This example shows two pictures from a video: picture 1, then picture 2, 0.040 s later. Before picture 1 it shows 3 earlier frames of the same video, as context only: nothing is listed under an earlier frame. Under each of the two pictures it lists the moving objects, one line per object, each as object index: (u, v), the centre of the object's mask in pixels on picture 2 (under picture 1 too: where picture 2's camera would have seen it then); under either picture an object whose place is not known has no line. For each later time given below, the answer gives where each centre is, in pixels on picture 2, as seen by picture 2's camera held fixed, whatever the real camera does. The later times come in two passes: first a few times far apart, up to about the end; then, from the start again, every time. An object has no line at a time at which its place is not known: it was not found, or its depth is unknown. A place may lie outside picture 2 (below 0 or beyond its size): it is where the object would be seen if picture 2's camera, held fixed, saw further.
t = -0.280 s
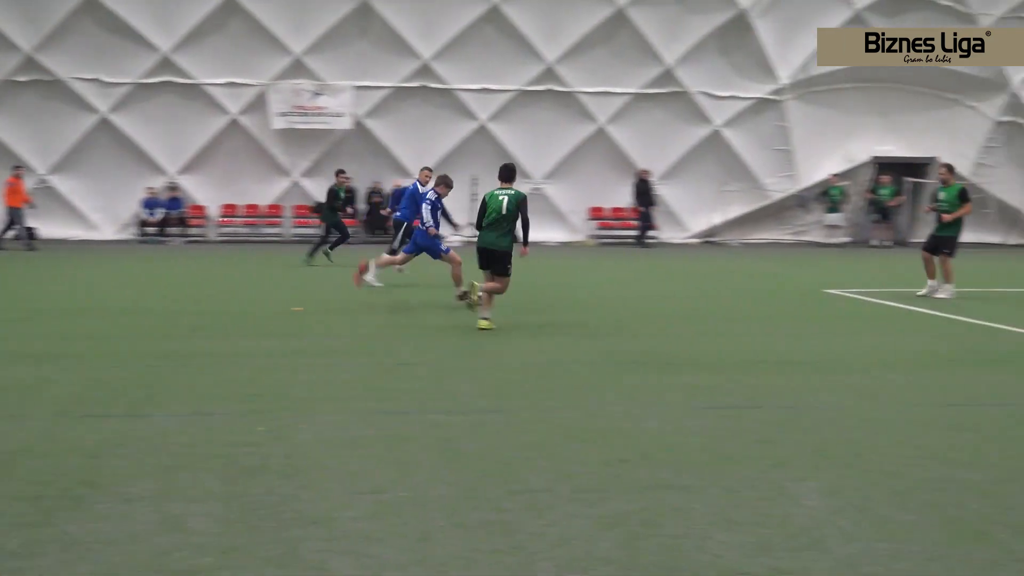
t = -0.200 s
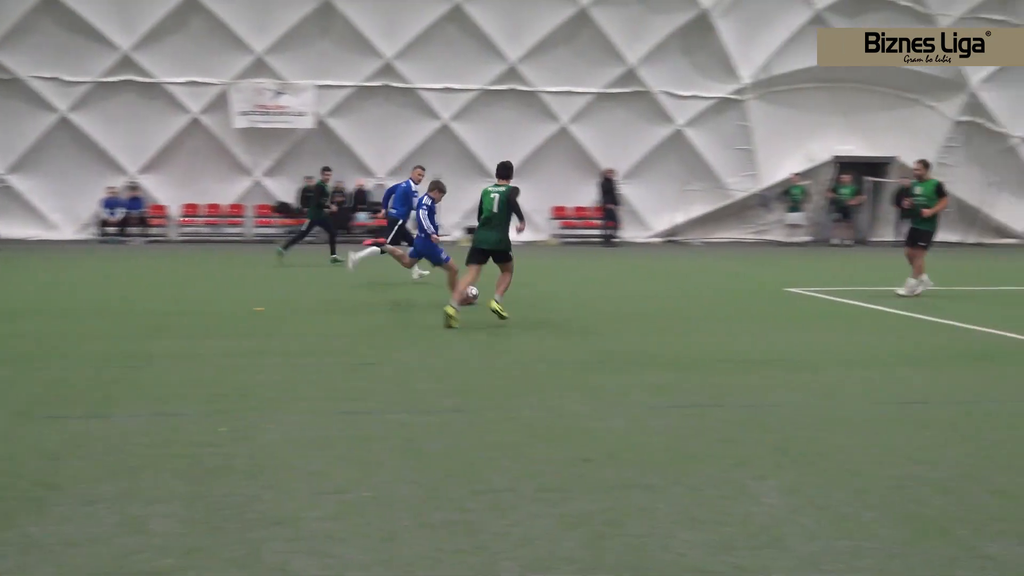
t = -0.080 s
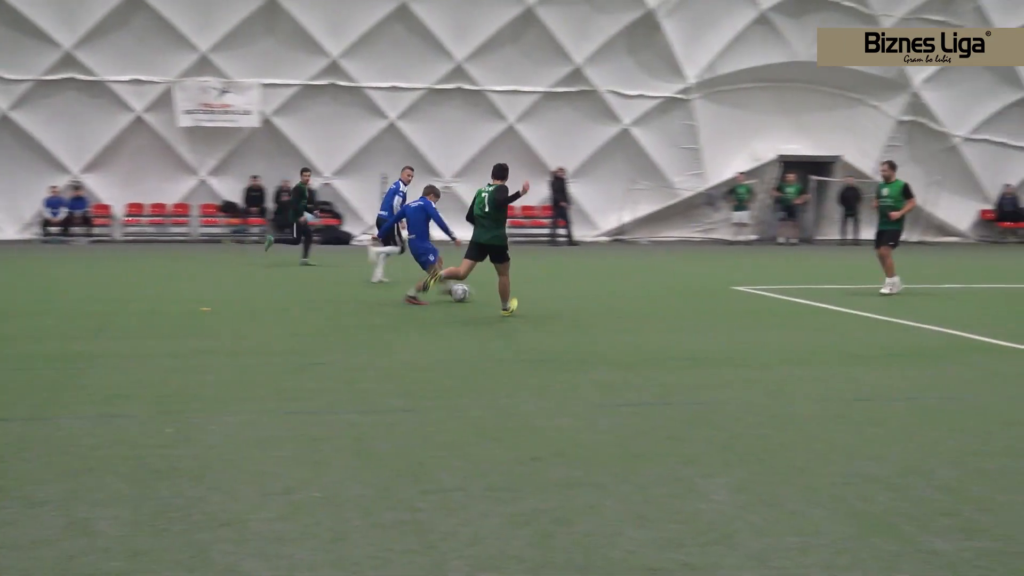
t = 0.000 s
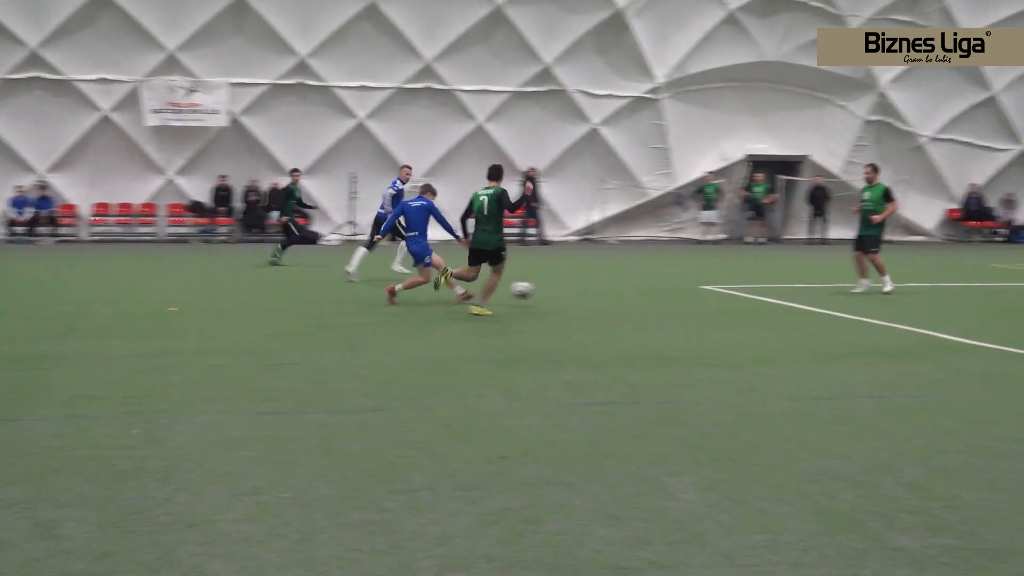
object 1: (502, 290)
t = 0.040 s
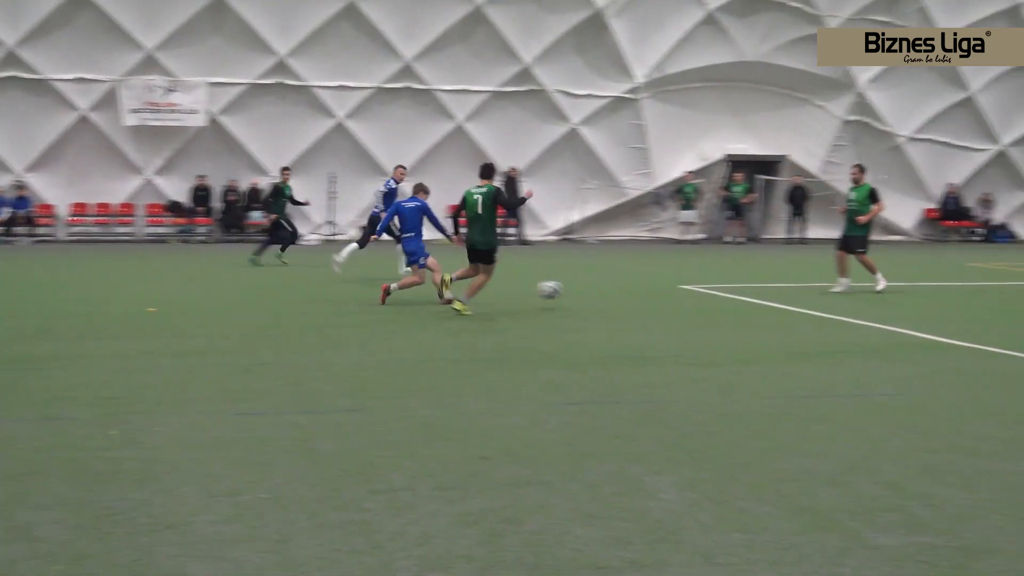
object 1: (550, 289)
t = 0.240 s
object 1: (798, 307)
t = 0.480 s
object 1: (1096, 323)
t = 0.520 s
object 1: (1147, 322)
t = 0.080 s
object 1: (598, 291)
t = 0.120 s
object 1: (648, 296)
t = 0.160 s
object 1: (698, 300)
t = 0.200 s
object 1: (751, 309)
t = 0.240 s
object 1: (798, 307)
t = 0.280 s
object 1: (844, 306)
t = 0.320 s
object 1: (894, 307)
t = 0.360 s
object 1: (944, 310)
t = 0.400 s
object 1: (994, 316)
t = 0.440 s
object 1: (1047, 324)
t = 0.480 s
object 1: (1096, 323)
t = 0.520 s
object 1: (1147, 322)
